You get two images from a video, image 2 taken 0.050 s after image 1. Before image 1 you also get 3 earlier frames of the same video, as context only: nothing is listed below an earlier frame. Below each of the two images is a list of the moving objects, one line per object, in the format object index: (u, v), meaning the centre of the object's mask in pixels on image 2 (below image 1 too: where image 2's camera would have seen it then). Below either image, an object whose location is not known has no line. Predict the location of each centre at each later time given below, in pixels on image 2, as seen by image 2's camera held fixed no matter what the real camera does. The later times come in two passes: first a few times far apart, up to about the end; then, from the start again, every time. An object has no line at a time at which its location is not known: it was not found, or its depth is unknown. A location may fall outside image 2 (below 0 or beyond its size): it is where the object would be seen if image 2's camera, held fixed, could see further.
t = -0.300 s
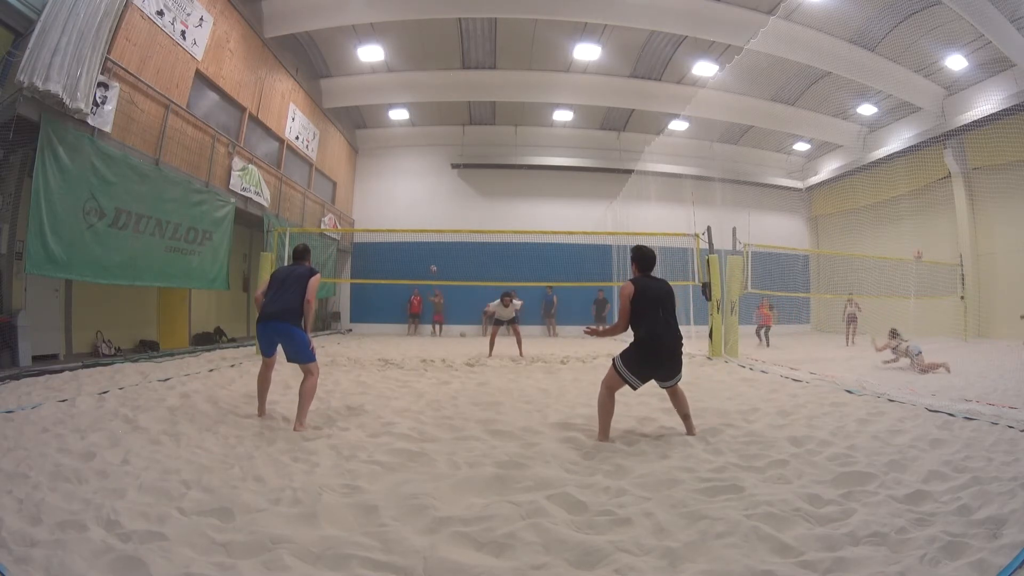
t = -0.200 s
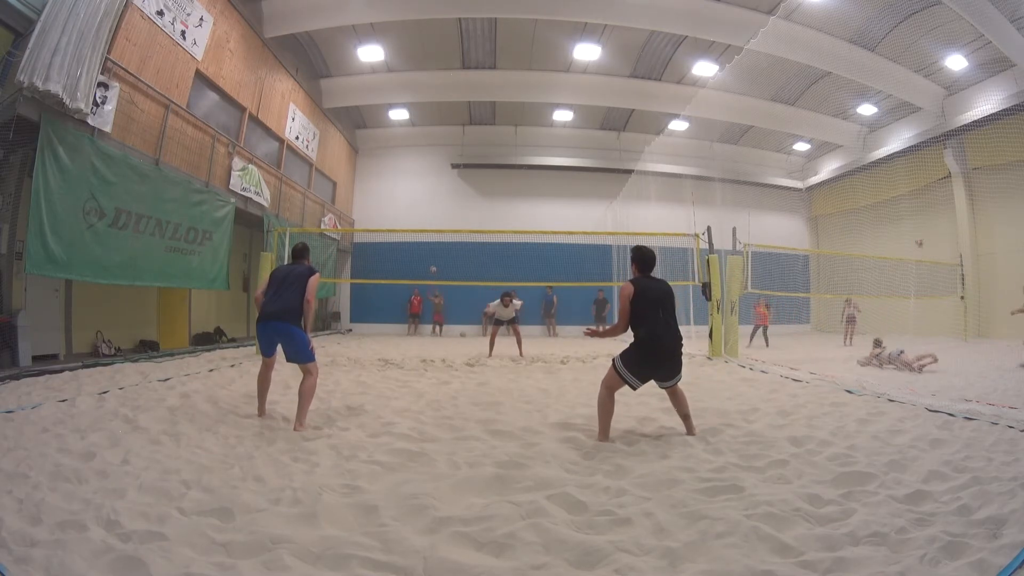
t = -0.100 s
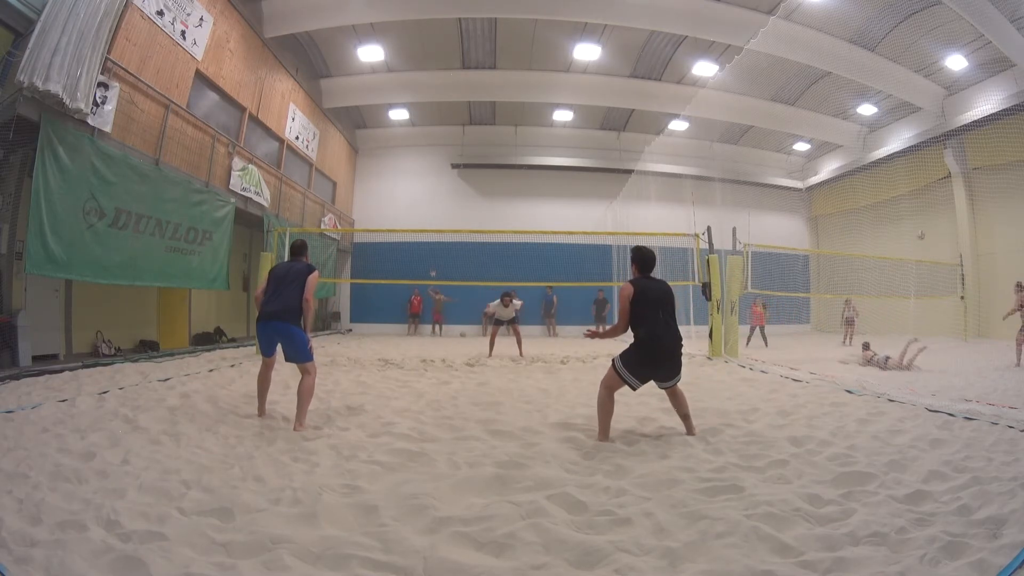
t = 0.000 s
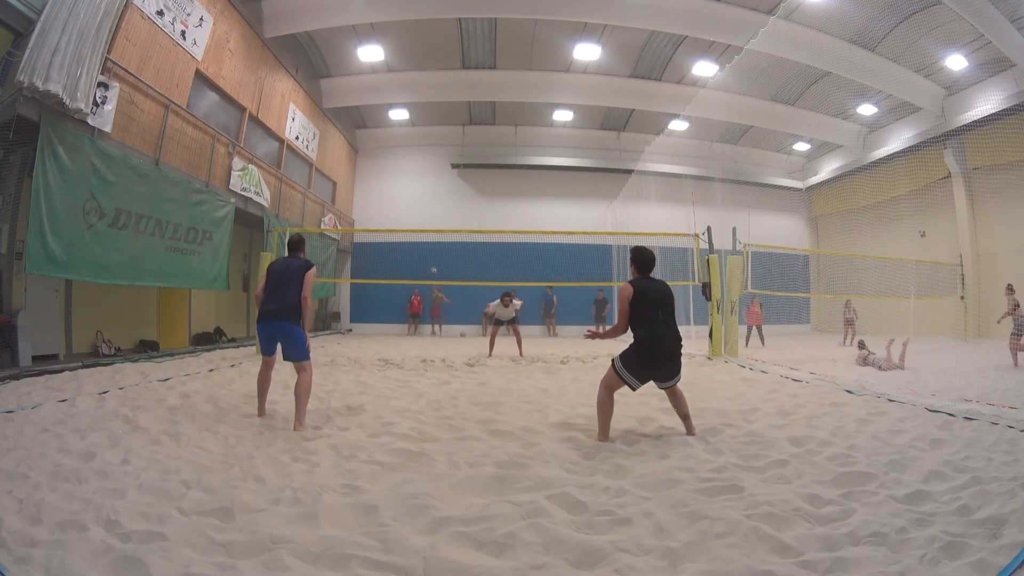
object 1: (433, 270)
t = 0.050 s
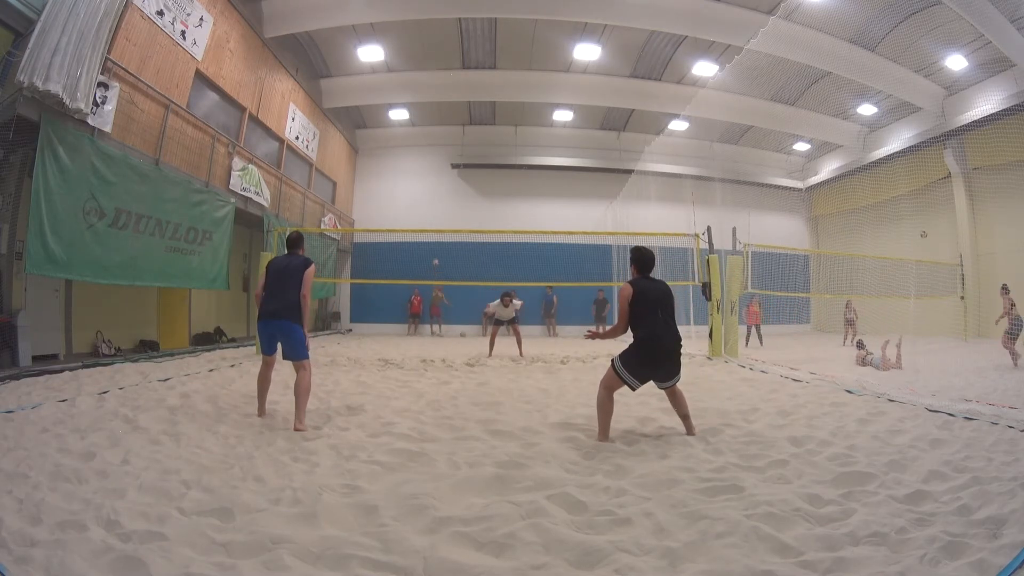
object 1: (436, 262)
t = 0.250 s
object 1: (443, 232)
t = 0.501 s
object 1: (454, 199)
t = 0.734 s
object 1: (467, 186)
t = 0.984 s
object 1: (493, 214)
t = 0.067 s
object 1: (436, 259)
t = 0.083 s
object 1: (437, 256)
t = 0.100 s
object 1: (438, 254)
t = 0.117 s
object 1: (438, 252)
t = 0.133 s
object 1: (439, 249)
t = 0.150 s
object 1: (439, 246)
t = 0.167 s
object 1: (440, 244)
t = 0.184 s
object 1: (440, 241)
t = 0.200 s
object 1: (440, 239)
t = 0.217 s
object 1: (441, 237)
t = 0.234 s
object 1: (442, 235)
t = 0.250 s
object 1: (443, 232)
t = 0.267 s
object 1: (443, 227)
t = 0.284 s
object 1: (444, 226)
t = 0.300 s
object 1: (445, 224)
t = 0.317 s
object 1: (445, 222)
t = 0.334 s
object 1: (446, 219)
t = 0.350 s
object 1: (447, 217)
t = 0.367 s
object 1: (447, 215)
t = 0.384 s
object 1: (448, 213)
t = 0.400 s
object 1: (449, 211)
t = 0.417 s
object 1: (450, 208)
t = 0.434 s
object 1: (450, 206)
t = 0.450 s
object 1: (451, 205)
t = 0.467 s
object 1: (452, 203)
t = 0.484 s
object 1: (453, 201)
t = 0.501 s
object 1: (454, 199)
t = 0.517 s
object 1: (455, 197)
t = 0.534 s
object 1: (455, 196)
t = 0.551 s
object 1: (456, 195)
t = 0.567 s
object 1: (457, 194)
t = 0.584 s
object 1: (458, 192)
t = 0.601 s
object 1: (458, 192)
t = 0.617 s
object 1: (459, 190)
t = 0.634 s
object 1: (460, 189)
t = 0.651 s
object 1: (461, 188)
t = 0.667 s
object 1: (463, 188)
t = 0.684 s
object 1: (463, 187)
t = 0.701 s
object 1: (465, 186)
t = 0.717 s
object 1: (466, 186)
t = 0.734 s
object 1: (467, 186)
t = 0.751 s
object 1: (469, 186)
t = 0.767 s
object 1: (470, 186)
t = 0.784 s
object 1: (471, 187)
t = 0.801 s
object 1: (472, 187)
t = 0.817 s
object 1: (473, 188)
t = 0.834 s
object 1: (475, 190)
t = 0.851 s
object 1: (477, 191)
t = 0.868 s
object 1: (478, 193)
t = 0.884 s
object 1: (480, 195)
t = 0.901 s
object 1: (482, 197)
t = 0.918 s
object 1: (484, 200)
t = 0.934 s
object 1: (486, 203)
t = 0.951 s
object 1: (488, 206)
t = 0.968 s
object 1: (491, 210)
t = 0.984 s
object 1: (493, 214)
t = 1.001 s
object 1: (496, 219)
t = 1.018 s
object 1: (499, 224)
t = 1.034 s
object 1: (501, 230)
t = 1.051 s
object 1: (505, 237)
